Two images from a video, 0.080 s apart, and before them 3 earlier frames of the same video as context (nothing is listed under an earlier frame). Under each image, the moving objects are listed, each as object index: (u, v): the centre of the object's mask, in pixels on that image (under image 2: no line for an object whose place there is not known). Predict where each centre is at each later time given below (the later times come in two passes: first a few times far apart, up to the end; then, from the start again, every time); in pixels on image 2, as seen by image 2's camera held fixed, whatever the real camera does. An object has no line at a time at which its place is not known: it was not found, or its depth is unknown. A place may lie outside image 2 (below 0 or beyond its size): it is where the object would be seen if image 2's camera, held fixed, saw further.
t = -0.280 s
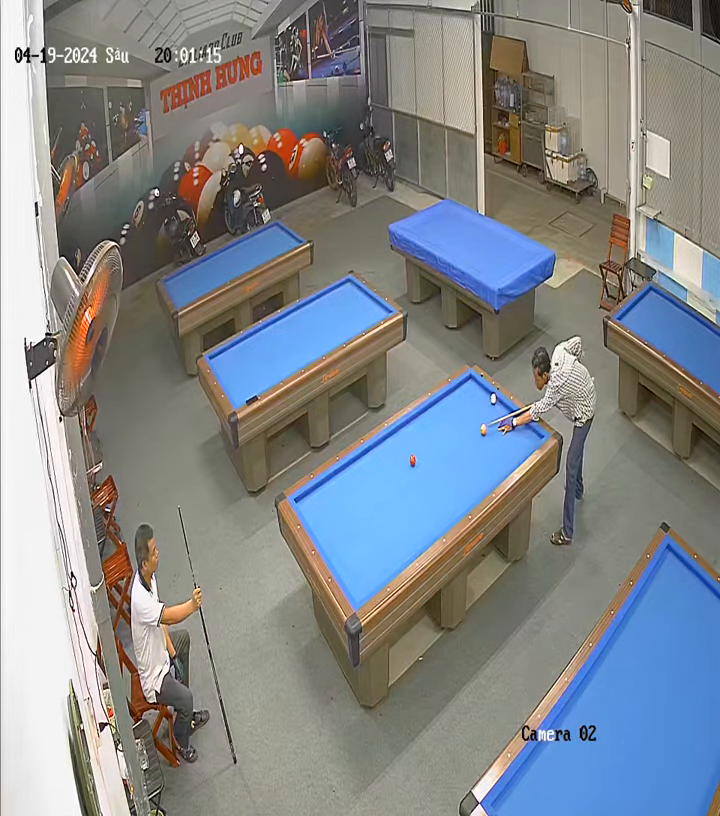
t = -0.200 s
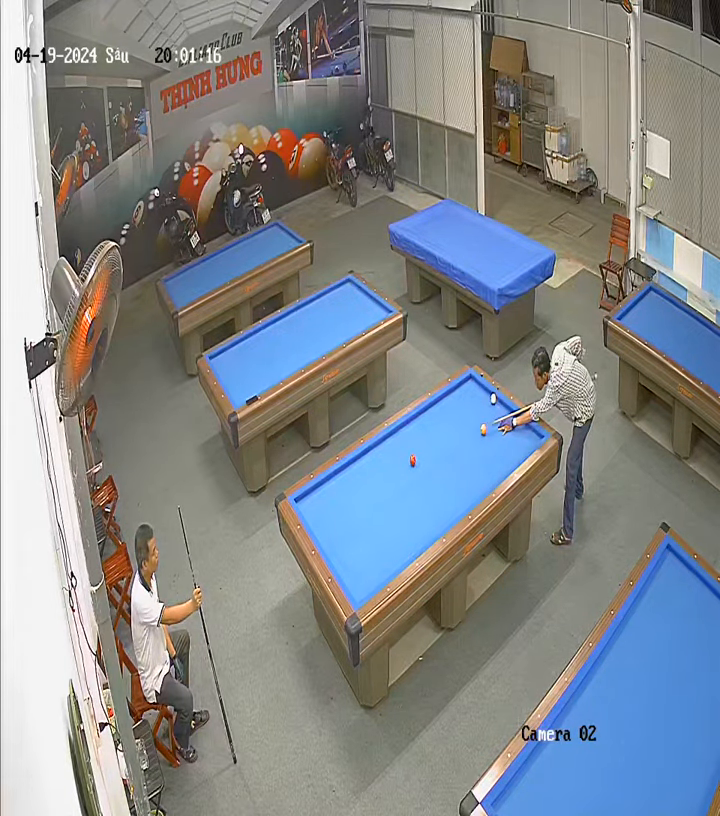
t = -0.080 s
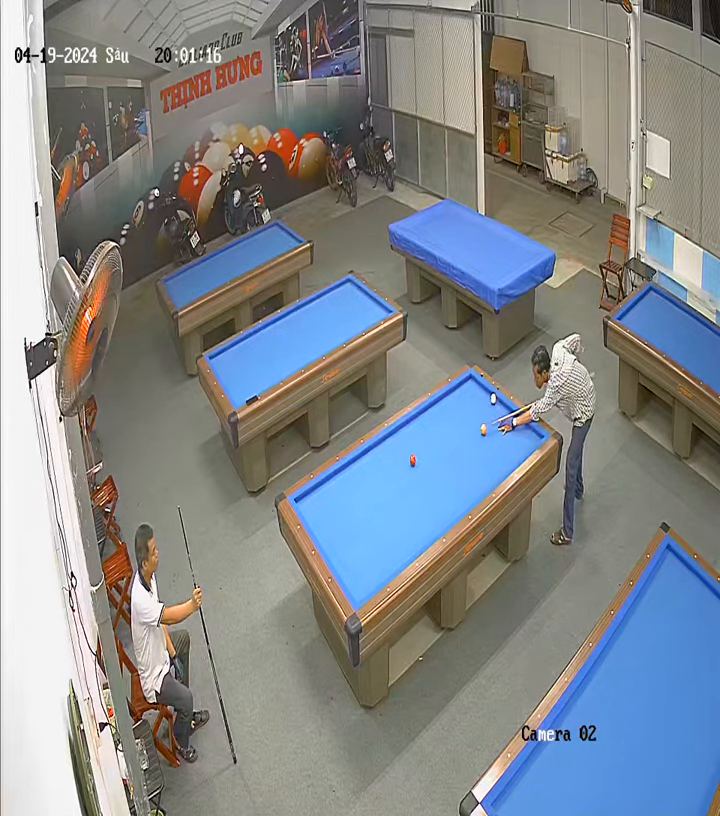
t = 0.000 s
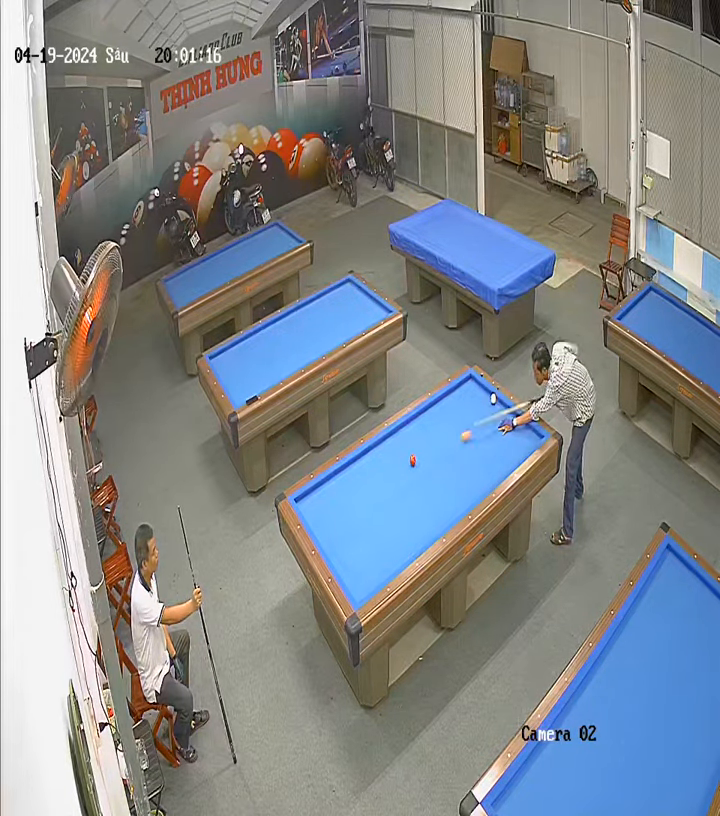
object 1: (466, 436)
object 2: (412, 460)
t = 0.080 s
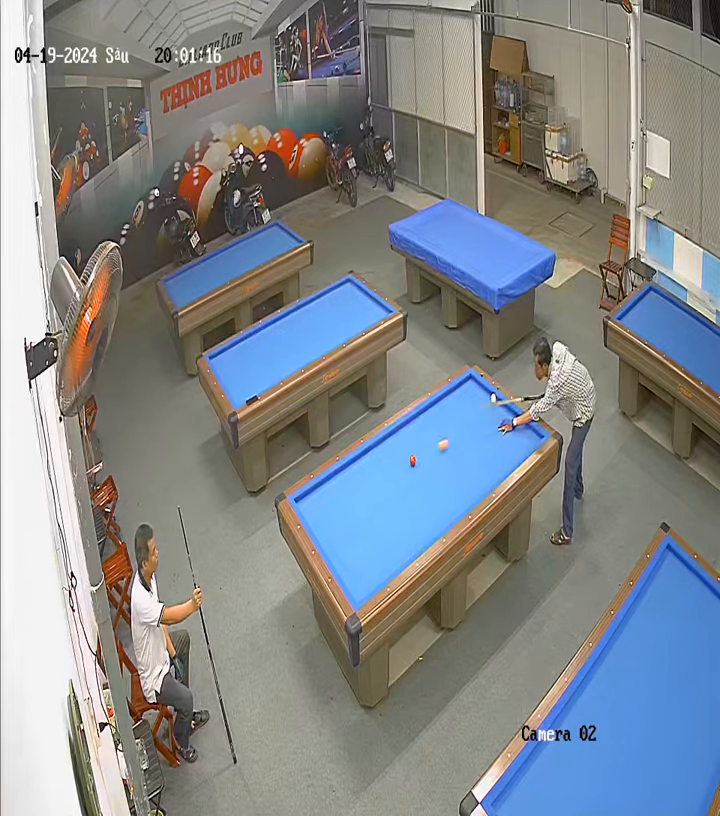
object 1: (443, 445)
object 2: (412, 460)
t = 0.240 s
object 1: (406, 451)
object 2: (402, 472)
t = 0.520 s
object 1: (378, 454)
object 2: (359, 522)
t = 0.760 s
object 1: (368, 486)
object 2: (335, 553)
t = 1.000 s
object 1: (355, 519)
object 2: (365, 535)
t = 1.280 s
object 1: (338, 561)
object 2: (391, 520)
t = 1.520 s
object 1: (364, 570)
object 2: (412, 508)
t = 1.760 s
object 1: (388, 569)
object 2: (433, 496)
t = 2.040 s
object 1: (396, 542)
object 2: (456, 483)
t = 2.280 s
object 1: (403, 521)
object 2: (474, 472)
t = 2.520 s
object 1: (410, 501)
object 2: (492, 462)
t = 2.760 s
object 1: (416, 483)
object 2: (508, 453)
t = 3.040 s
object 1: (423, 463)
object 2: (527, 441)
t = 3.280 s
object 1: (428, 447)
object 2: (537, 436)
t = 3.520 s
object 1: (433, 432)
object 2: (531, 443)
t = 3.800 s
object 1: (438, 416)
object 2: (524, 451)
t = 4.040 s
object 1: (443, 403)
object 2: (517, 457)
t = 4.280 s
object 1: (449, 394)
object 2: (510, 463)
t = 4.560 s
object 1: (460, 391)
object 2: (501, 470)
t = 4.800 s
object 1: (469, 389)
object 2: (494, 475)
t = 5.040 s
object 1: (479, 386)
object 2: (488, 480)
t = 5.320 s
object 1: (480, 389)
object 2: (480, 486)
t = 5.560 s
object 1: (477, 393)
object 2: (473, 490)
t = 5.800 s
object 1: (476, 397)
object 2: (467, 495)
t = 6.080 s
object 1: (474, 401)
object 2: (460, 500)
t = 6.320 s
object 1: (472, 405)
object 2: (454, 504)
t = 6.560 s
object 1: (471, 408)
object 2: (448, 508)
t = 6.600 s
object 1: (470, 408)
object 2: (447, 509)
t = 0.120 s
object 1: (432, 449)
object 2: (412, 460)
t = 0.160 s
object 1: (420, 454)
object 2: (412, 460)
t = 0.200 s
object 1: (412, 453)
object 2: (408, 465)
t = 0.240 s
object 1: (406, 451)
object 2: (402, 472)
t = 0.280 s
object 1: (401, 448)
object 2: (395, 480)
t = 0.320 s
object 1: (395, 446)
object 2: (389, 487)
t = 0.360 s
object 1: (389, 444)
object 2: (383, 494)
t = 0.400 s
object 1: (383, 442)
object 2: (377, 501)
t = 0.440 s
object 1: (380, 443)
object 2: (370, 509)
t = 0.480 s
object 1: (379, 448)
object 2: (364, 515)
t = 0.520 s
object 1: (378, 454)
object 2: (359, 522)
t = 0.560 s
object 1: (377, 460)
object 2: (353, 529)
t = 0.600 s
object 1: (376, 464)
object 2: (347, 536)
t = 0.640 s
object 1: (374, 470)
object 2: (342, 542)
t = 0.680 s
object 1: (372, 475)
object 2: (336, 549)
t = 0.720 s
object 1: (370, 480)
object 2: (332, 554)
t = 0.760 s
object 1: (368, 486)
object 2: (335, 553)
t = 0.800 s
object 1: (366, 491)
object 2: (340, 550)
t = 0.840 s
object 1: (364, 496)
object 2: (346, 546)
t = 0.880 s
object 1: (361, 502)
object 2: (351, 543)
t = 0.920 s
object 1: (359, 507)
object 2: (356, 540)
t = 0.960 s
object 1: (357, 513)
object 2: (360, 537)
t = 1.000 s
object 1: (355, 519)
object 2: (365, 535)
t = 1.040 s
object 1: (353, 525)
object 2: (369, 532)
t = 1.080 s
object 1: (350, 530)
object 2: (372, 531)
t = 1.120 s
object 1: (348, 537)
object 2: (376, 528)
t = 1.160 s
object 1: (346, 542)
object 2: (380, 526)
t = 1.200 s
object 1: (343, 549)
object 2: (384, 524)
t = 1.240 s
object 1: (341, 555)
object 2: (387, 522)
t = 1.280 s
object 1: (338, 561)
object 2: (391, 520)
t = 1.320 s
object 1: (338, 565)
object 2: (395, 518)
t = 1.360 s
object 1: (344, 566)
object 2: (398, 515)
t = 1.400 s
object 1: (349, 567)
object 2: (402, 514)
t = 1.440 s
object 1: (354, 567)
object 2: (405, 512)
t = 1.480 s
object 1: (359, 569)
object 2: (409, 510)
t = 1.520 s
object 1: (364, 570)
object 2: (412, 508)
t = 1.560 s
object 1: (369, 571)
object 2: (416, 506)
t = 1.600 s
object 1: (374, 572)
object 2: (419, 503)
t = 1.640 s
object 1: (378, 573)
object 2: (423, 502)
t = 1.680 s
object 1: (382, 573)
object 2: (426, 500)
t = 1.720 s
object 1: (387, 572)
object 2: (430, 498)
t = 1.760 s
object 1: (388, 569)
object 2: (433, 496)
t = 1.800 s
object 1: (389, 565)
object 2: (436, 494)
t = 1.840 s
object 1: (390, 561)
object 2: (440, 492)
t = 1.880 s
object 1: (391, 557)
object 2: (443, 490)
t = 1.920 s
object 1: (392, 553)
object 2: (446, 489)
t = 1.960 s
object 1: (394, 550)
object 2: (449, 487)
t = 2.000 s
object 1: (395, 546)
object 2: (452, 485)
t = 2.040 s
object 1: (396, 542)
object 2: (456, 483)
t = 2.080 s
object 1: (398, 539)
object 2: (459, 481)
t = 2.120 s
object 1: (399, 535)
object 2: (462, 479)
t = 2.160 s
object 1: (400, 531)
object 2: (465, 477)
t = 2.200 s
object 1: (401, 528)
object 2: (468, 475)
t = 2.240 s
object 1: (402, 525)
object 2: (471, 474)
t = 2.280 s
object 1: (403, 521)
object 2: (474, 472)
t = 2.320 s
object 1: (405, 518)
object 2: (477, 470)
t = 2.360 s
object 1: (406, 514)
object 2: (480, 469)
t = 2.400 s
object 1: (407, 511)
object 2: (483, 467)
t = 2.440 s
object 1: (408, 508)
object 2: (486, 465)
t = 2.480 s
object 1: (409, 504)
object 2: (489, 463)
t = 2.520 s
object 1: (410, 501)
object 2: (492, 462)
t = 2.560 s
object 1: (411, 498)
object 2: (495, 460)
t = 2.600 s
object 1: (412, 495)
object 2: (497, 459)
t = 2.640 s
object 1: (413, 491)
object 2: (500, 456)
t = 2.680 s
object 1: (414, 489)
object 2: (503, 455)
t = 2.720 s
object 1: (415, 485)
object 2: (506, 453)
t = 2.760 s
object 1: (416, 483)
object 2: (508, 453)
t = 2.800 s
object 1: (417, 480)
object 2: (511, 451)
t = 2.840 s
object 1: (418, 477)
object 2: (514, 449)
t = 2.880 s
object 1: (419, 474)
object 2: (516, 447)
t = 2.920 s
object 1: (420, 471)
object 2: (519, 446)
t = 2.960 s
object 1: (421, 468)
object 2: (522, 444)
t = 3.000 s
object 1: (422, 466)
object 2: (524, 442)
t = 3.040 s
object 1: (423, 463)
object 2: (527, 441)
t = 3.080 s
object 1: (424, 460)
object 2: (530, 439)
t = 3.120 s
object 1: (424, 457)
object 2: (532, 438)
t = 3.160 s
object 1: (425, 454)
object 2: (535, 436)
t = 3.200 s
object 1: (426, 452)
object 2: (537, 435)
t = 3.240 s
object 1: (427, 449)
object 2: (537, 435)
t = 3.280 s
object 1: (428, 447)
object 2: (537, 436)
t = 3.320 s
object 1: (429, 444)
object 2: (535, 438)
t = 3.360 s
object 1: (429, 442)
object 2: (534, 439)
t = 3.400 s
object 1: (430, 439)
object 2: (533, 440)
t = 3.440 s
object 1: (431, 437)
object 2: (532, 440)
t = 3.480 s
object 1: (432, 435)
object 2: (531, 442)
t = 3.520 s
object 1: (433, 432)
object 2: (531, 443)
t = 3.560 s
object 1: (434, 430)
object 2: (529, 444)
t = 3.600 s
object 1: (435, 428)
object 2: (528, 446)
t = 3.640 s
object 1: (435, 425)
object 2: (527, 447)
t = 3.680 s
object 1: (436, 423)
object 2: (526, 448)
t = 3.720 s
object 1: (437, 421)
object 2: (525, 449)
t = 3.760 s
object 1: (437, 418)
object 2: (525, 450)
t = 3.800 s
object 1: (438, 416)
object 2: (524, 451)
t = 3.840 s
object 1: (439, 414)
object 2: (522, 452)
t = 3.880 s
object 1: (440, 412)
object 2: (521, 453)
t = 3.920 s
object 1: (441, 410)
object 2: (520, 455)
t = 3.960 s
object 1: (441, 407)
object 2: (519, 456)
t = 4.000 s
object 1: (442, 406)
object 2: (518, 457)
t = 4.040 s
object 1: (443, 403)
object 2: (517, 457)
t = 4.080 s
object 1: (444, 401)
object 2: (516, 459)
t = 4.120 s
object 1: (444, 399)
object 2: (514, 460)
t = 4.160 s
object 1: (445, 397)
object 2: (513, 461)
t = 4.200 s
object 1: (446, 395)
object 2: (512, 462)
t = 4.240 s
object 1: (447, 394)
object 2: (511, 463)
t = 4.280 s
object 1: (449, 394)
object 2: (510, 463)
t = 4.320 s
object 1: (450, 394)
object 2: (508, 465)
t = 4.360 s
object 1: (452, 393)
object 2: (507, 465)
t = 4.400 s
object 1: (453, 393)
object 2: (506, 466)
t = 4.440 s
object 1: (455, 392)
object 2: (505, 467)
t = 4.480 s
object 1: (457, 392)
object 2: (503, 468)
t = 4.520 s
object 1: (458, 391)
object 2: (502, 469)
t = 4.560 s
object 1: (460, 391)
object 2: (501, 470)
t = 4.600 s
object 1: (461, 390)
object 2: (500, 471)
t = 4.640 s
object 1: (463, 390)
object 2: (499, 472)
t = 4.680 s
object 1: (465, 390)
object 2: (498, 473)
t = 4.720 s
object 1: (466, 390)
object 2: (497, 473)
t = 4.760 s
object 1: (468, 389)
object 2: (496, 474)
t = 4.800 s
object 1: (469, 389)
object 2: (494, 475)
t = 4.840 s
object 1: (471, 389)
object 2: (493, 476)
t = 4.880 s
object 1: (472, 388)
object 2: (492, 477)
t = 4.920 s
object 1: (474, 388)
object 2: (491, 478)
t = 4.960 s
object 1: (476, 387)
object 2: (490, 479)
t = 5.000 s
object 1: (477, 387)
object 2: (489, 479)
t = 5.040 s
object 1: (479, 386)
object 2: (488, 480)
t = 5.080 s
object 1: (480, 386)
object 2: (487, 481)
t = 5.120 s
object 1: (481, 386)
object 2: (485, 482)
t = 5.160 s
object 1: (481, 387)
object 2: (485, 482)
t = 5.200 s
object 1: (480, 387)
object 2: (484, 483)
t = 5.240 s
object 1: (480, 388)
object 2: (483, 484)
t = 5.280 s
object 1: (480, 389)
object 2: (481, 485)
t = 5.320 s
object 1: (480, 389)
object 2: (480, 486)
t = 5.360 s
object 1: (479, 390)
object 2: (479, 486)
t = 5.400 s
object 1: (479, 390)
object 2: (478, 487)
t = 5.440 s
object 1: (479, 391)
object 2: (477, 488)
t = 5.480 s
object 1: (479, 391)
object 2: (475, 489)
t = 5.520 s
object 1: (478, 392)
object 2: (475, 489)
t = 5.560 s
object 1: (477, 393)
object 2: (473, 490)
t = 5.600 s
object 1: (477, 393)
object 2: (472, 491)
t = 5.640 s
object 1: (477, 394)
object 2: (471, 492)
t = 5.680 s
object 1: (477, 395)
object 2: (470, 493)
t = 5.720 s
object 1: (477, 395)
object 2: (469, 493)
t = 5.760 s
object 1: (476, 396)
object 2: (468, 494)
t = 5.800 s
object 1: (476, 397)
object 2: (467, 495)
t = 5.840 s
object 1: (476, 397)
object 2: (466, 496)
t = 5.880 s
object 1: (475, 398)
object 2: (465, 496)
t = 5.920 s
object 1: (475, 398)
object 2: (464, 497)
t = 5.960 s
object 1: (475, 399)
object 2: (463, 498)
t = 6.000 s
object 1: (474, 399)
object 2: (462, 498)
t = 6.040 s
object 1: (474, 400)
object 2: (461, 499)
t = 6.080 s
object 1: (474, 401)
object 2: (460, 500)
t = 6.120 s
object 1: (474, 401)
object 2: (459, 501)
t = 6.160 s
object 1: (473, 402)
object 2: (458, 501)
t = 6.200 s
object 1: (473, 403)
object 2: (457, 502)
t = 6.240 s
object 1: (473, 403)
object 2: (456, 503)
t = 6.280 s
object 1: (473, 404)
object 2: (455, 503)
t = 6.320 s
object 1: (472, 405)
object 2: (454, 504)
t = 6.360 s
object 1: (472, 405)
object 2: (453, 505)
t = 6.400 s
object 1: (472, 406)
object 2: (452, 506)
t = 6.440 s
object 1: (471, 406)
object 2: (451, 506)
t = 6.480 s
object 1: (471, 407)
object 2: (450, 507)
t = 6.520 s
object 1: (471, 407)
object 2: (449, 507)
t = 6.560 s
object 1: (471, 408)
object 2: (448, 508)
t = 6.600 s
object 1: (470, 408)
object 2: (447, 509)
